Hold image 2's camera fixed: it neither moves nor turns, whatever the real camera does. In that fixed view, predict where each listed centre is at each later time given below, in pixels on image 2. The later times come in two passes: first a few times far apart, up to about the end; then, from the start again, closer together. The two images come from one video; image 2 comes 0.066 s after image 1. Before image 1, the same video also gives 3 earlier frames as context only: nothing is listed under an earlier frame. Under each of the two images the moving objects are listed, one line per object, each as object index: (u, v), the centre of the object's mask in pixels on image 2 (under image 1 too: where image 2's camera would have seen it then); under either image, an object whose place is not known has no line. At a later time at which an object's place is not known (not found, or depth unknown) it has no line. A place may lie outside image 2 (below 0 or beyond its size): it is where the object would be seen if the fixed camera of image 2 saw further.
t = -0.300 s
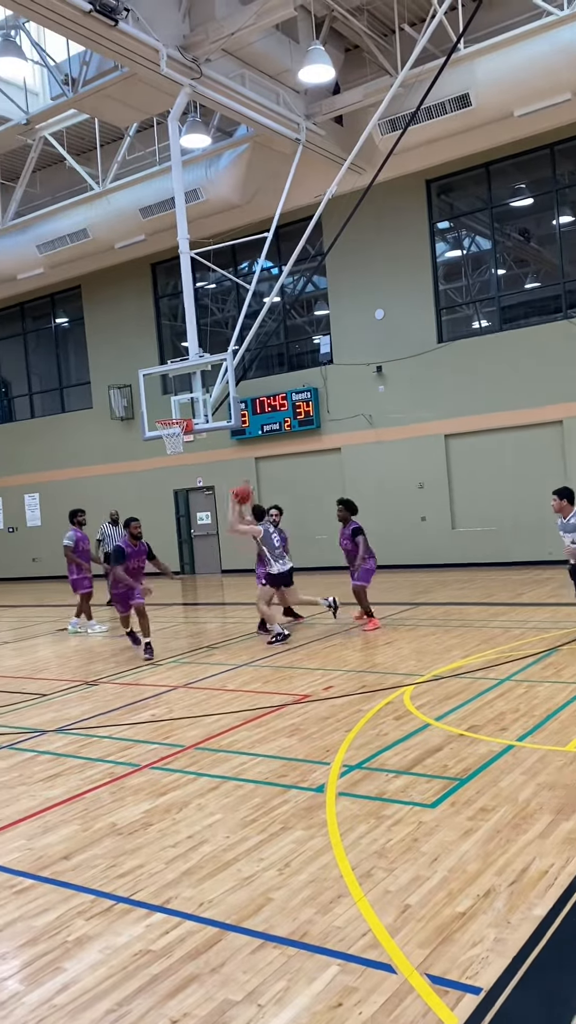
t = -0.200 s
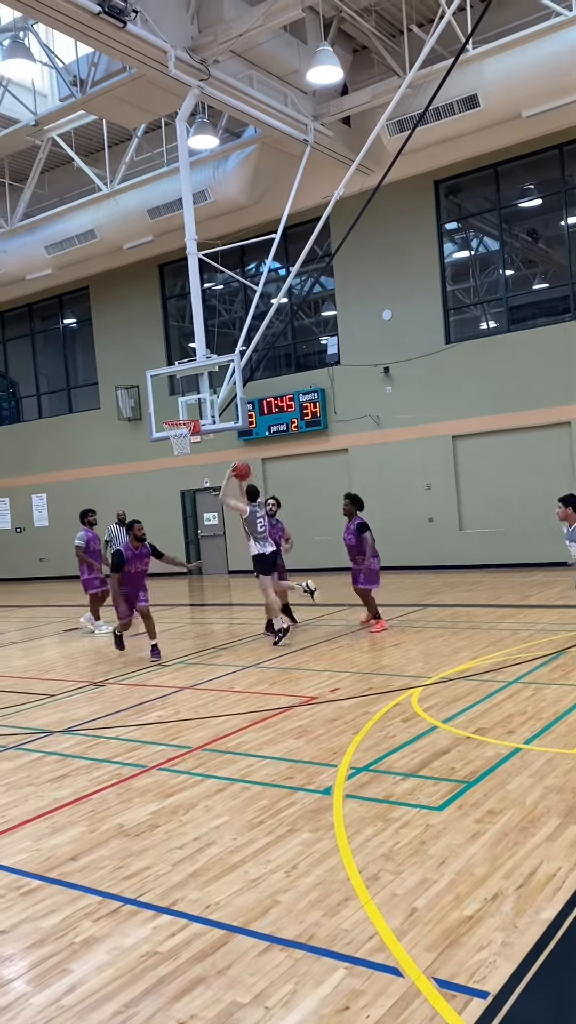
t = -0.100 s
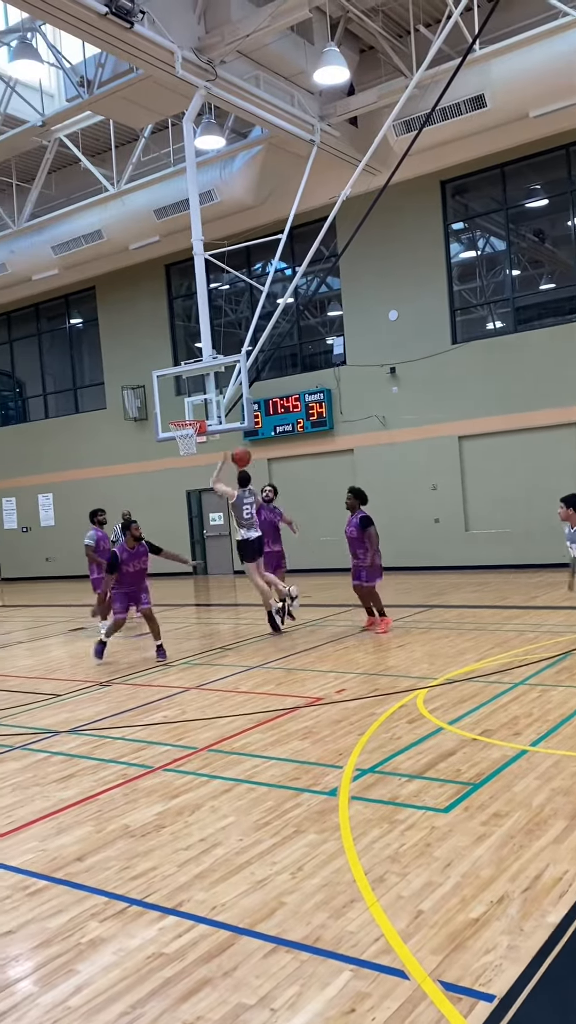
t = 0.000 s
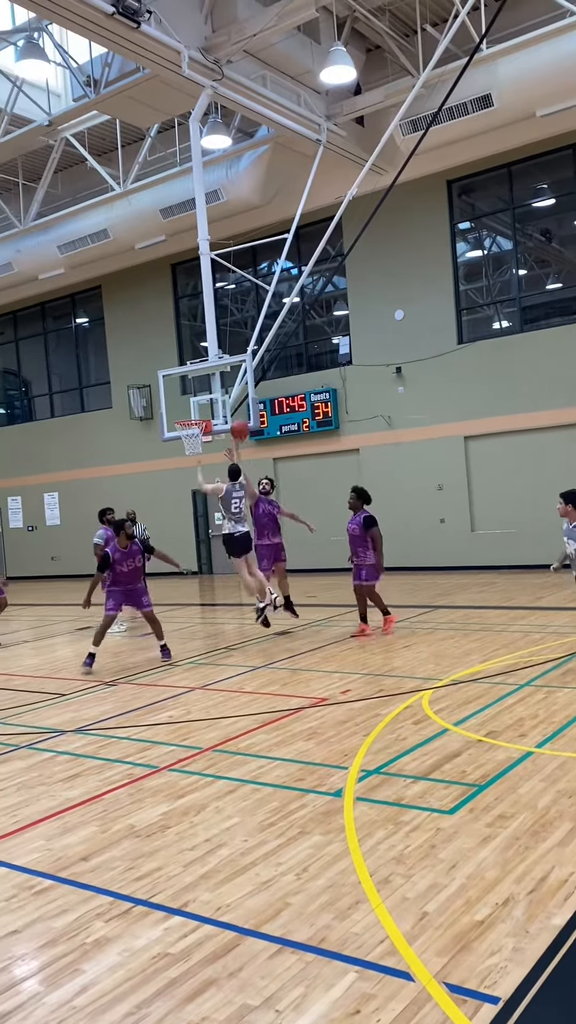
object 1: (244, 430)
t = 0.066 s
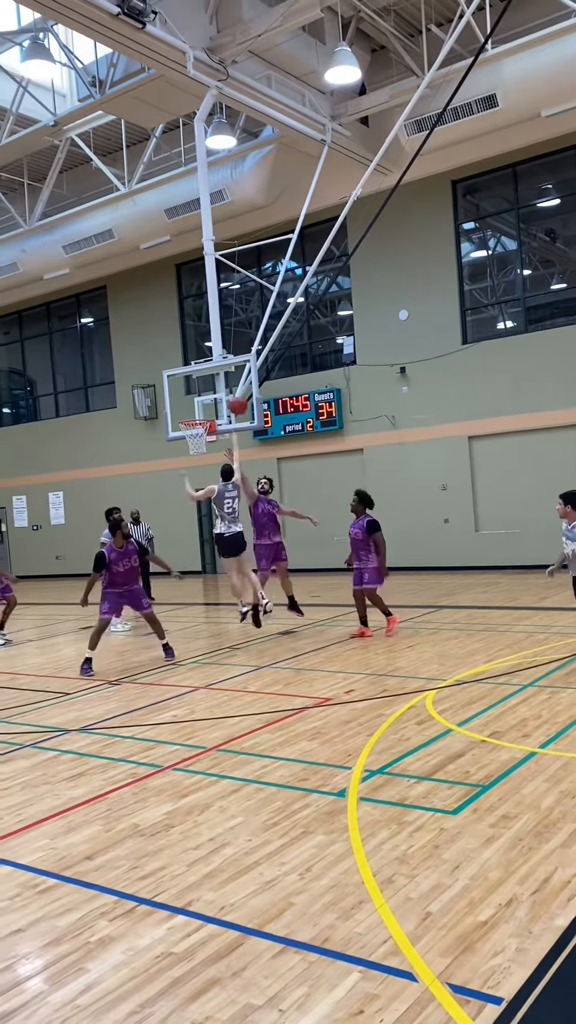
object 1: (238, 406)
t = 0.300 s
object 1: (219, 352)
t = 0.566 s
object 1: (204, 345)
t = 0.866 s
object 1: (194, 393)
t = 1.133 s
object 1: (195, 434)
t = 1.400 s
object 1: (195, 480)
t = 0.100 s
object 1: (235, 394)
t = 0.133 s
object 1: (232, 385)
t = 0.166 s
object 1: (228, 376)
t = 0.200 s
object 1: (226, 369)
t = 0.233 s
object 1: (224, 362)
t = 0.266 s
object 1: (222, 357)
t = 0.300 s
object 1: (219, 352)
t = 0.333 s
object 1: (217, 348)
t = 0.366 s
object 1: (214, 345)
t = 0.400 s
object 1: (212, 343)
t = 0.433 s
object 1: (210, 342)
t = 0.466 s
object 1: (209, 341)
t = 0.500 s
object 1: (207, 342)
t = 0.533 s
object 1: (205, 343)
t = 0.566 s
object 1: (204, 345)
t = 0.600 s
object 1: (202, 349)
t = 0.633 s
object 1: (201, 351)
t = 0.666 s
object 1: (200, 354)
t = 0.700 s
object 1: (199, 359)
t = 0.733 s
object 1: (197, 364)
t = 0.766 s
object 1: (196, 371)
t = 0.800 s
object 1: (196, 379)
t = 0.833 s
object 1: (195, 385)
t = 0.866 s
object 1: (194, 393)
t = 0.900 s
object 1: (193, 402)
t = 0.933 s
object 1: (193, 411)
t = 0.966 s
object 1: (192, 419)
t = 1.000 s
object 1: (194, 419)
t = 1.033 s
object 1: (197, 423)
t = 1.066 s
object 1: (198, 427)
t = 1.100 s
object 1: (197, 429)
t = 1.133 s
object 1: (195, 434)
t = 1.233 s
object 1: (195, 452)
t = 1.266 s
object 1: (194, 456)
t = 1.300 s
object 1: (194, 461)
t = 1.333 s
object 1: (194, 467)
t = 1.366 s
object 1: (194, 473)
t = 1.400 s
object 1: (195, 480)
